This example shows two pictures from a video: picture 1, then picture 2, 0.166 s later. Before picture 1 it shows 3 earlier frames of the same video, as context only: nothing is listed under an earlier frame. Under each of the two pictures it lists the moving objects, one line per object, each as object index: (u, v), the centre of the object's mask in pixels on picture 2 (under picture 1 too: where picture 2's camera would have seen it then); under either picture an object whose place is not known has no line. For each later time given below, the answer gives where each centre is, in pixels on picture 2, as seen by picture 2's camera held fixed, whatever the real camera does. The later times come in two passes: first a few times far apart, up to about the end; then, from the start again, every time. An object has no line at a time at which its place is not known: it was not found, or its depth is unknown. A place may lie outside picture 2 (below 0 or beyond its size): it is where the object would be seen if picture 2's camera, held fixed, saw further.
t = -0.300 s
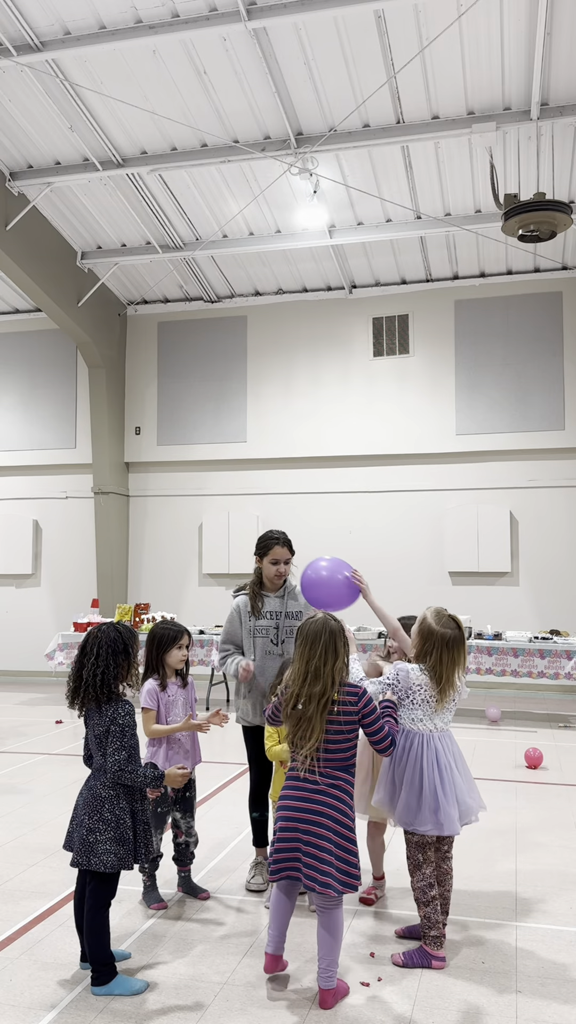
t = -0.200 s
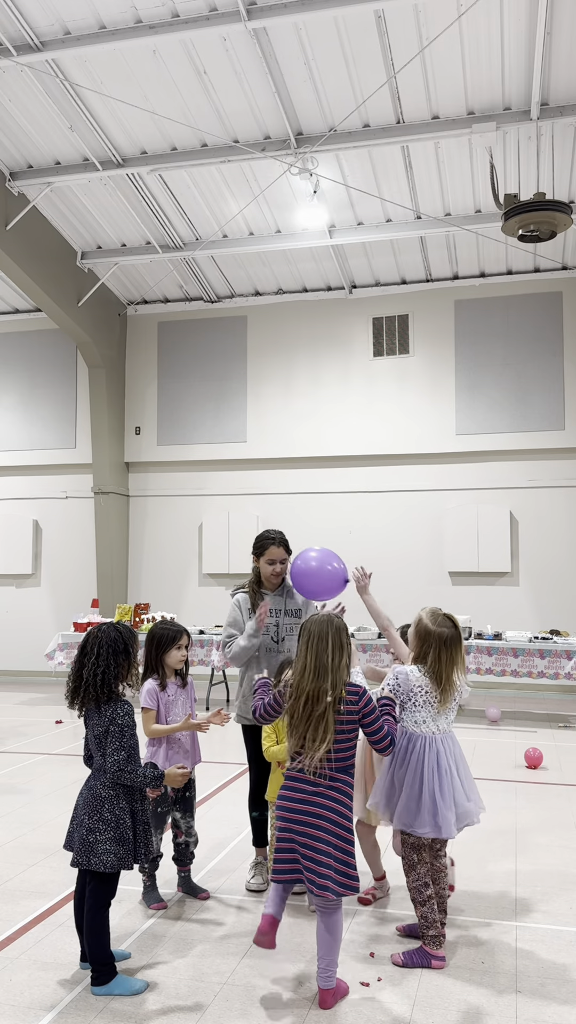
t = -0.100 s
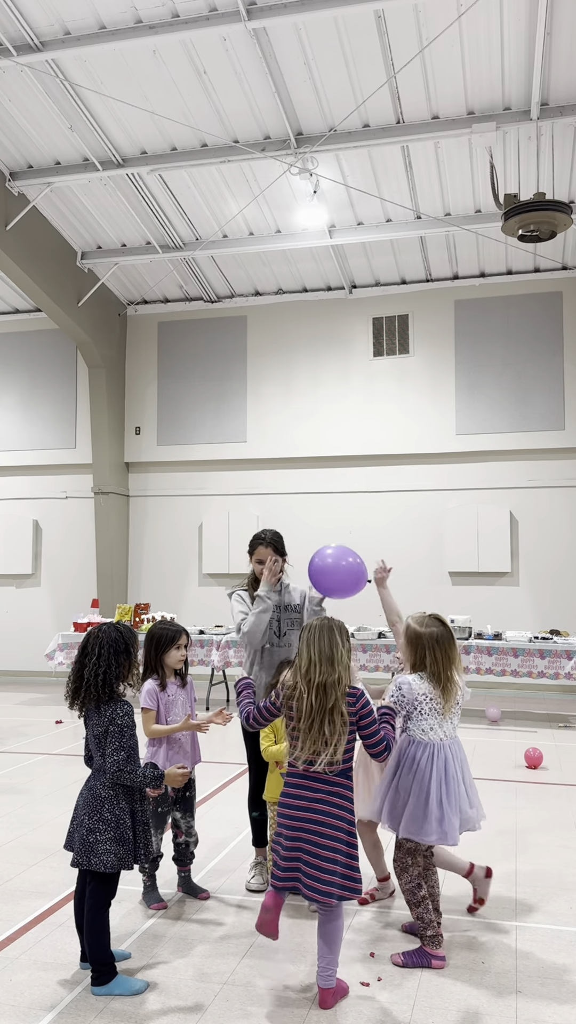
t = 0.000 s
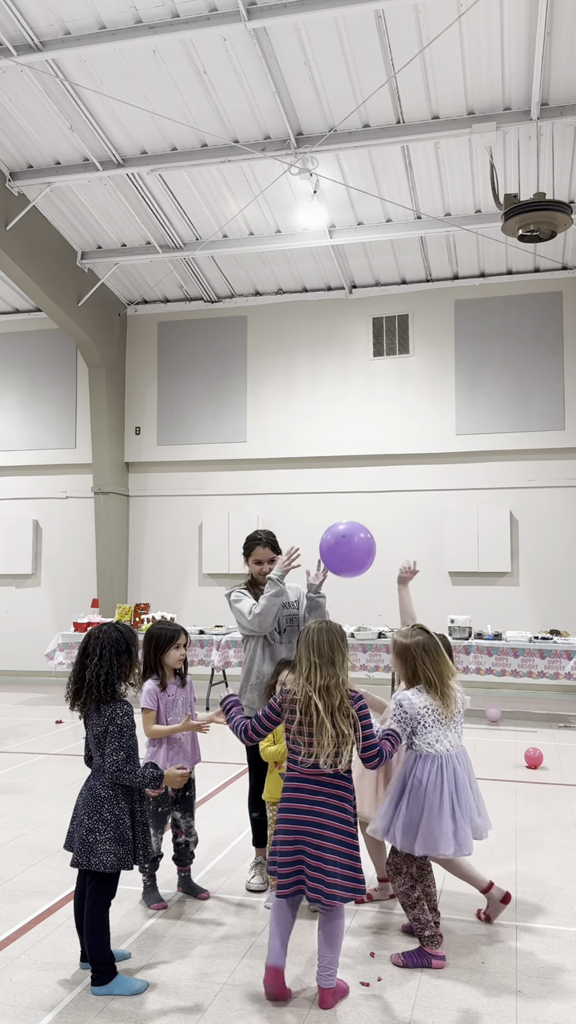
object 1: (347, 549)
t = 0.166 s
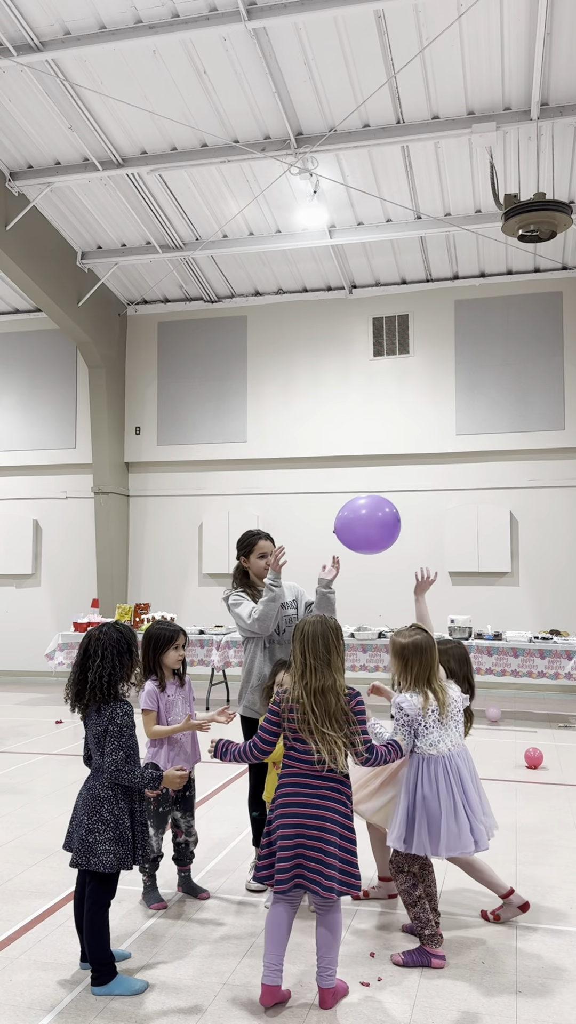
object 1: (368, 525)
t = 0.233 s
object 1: (376, 519)
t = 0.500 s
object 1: (406, 525)
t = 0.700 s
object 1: (430, 560)
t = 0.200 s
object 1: (372, 522)
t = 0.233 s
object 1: (376, 519)
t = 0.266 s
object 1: (380, 518)
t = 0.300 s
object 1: (385, 517)
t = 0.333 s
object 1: (389, 517)
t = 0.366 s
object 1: (392, 517)
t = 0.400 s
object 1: (396, 518)
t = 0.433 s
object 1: (399, 520)
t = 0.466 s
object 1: (402, 522)
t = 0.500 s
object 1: (406, 525)
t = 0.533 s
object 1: (409, 529)
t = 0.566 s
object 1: (413, 534)
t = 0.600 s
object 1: (417, 539)
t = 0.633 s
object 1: (421, 545)
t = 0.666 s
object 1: (426, 552)
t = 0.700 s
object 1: (430, 560)
